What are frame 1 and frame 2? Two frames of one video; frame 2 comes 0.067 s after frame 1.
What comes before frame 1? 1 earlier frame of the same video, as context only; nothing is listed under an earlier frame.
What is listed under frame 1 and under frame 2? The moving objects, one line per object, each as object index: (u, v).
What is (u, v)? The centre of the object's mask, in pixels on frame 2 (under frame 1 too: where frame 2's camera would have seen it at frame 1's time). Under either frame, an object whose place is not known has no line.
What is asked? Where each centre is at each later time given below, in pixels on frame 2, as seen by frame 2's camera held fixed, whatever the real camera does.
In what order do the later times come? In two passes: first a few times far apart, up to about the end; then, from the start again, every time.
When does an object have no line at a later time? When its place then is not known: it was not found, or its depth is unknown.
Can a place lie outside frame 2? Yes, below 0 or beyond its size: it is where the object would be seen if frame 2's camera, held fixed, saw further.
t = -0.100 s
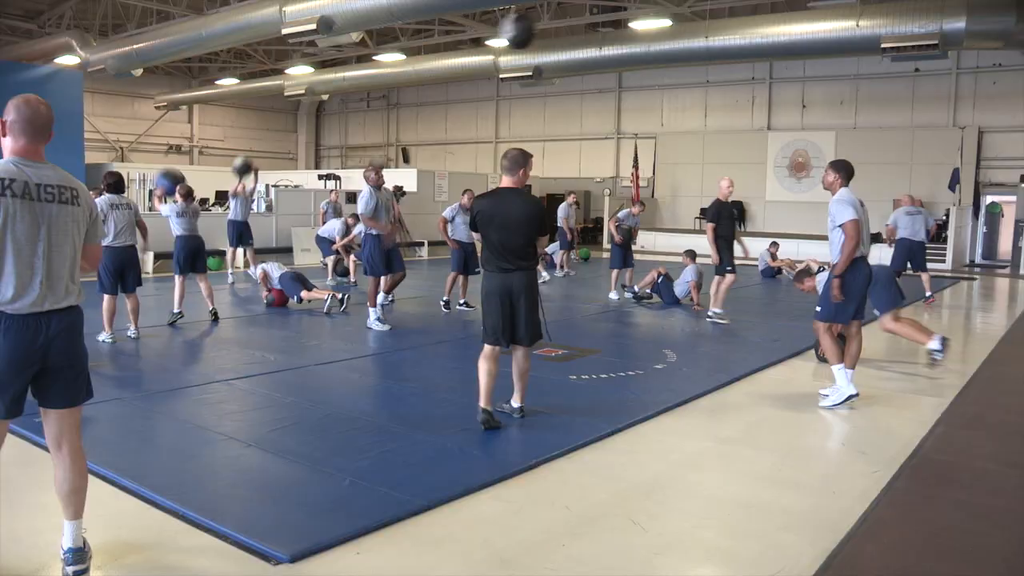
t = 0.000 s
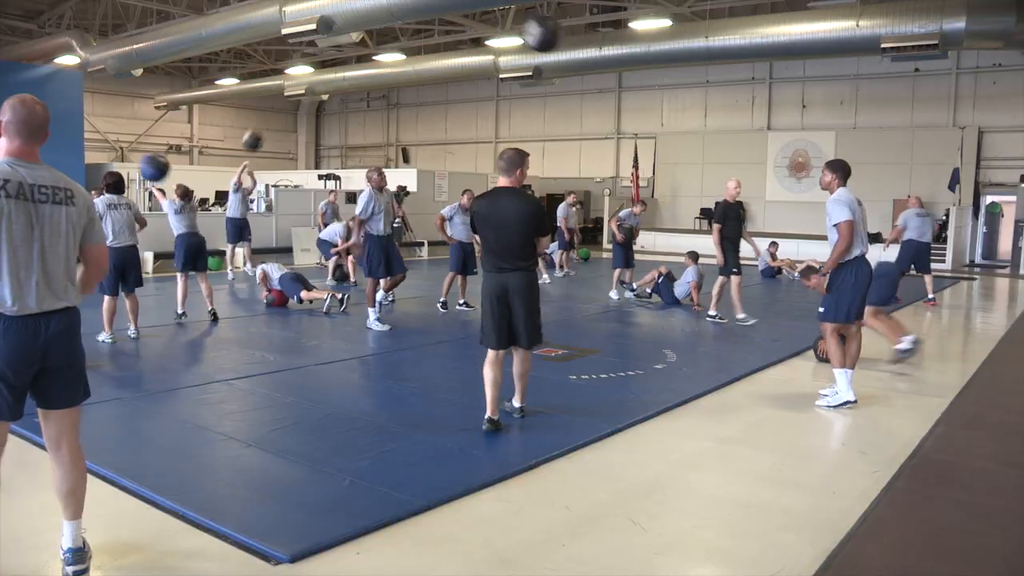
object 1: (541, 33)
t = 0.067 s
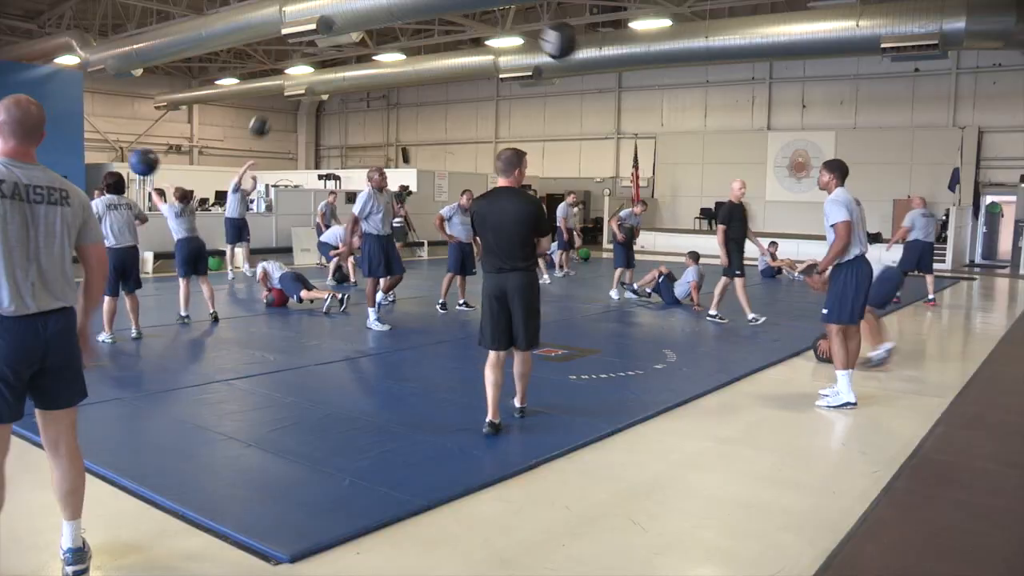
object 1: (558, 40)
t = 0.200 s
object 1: (595, 71)
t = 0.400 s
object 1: (655, 156)
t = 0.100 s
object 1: (567, 46)
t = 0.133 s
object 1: (576, 53)
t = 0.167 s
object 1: (586, 60)
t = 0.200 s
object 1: (595, 71)
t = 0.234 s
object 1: (604, 80)
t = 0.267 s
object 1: (615, 92)
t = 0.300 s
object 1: (625, 106)
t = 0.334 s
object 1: (635, 120)
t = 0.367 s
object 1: (645, 137)
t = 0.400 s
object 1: (655, 156)
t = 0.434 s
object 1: (667, 176)
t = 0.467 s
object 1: (674, 197)
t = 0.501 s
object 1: (682, 217)
